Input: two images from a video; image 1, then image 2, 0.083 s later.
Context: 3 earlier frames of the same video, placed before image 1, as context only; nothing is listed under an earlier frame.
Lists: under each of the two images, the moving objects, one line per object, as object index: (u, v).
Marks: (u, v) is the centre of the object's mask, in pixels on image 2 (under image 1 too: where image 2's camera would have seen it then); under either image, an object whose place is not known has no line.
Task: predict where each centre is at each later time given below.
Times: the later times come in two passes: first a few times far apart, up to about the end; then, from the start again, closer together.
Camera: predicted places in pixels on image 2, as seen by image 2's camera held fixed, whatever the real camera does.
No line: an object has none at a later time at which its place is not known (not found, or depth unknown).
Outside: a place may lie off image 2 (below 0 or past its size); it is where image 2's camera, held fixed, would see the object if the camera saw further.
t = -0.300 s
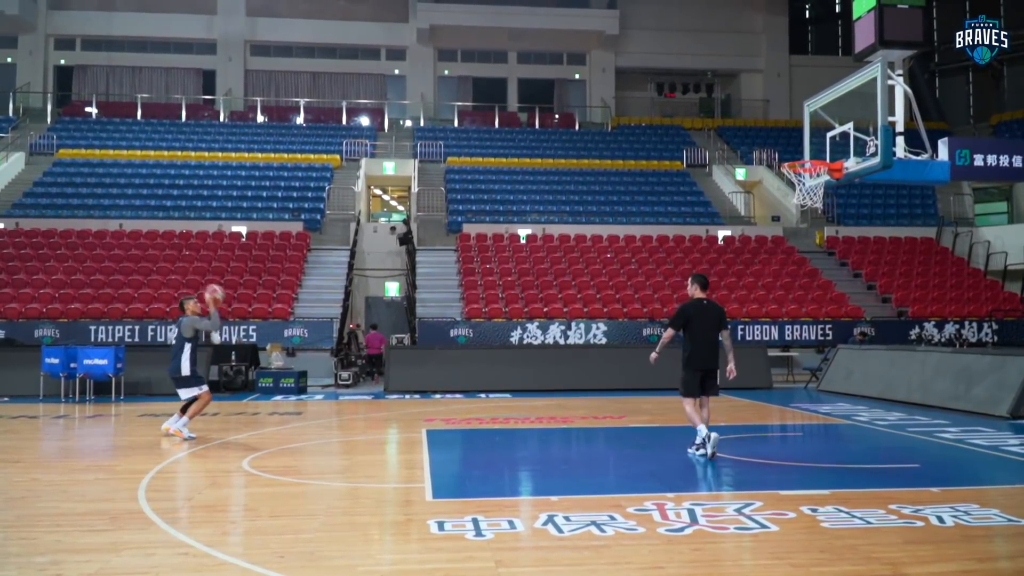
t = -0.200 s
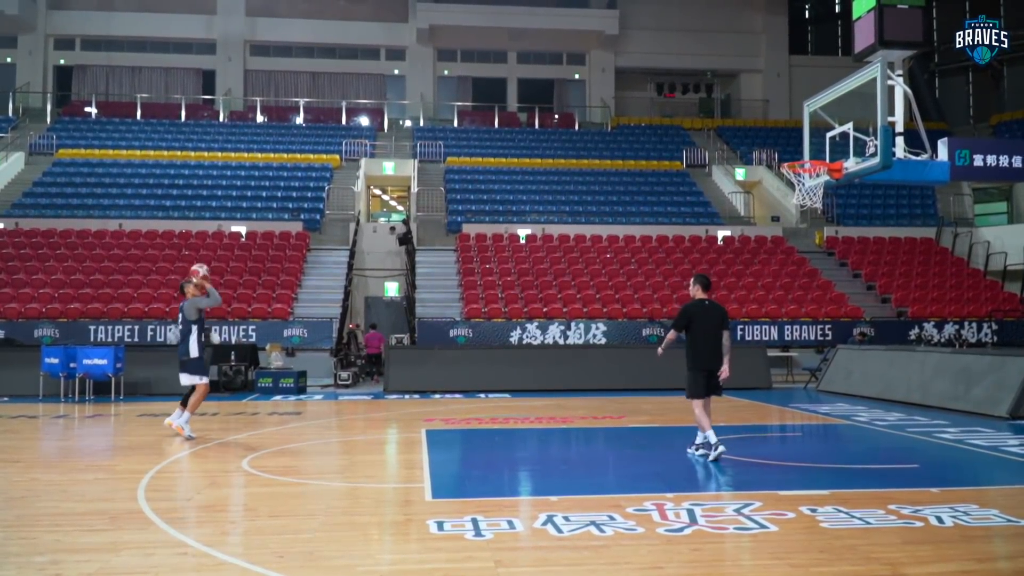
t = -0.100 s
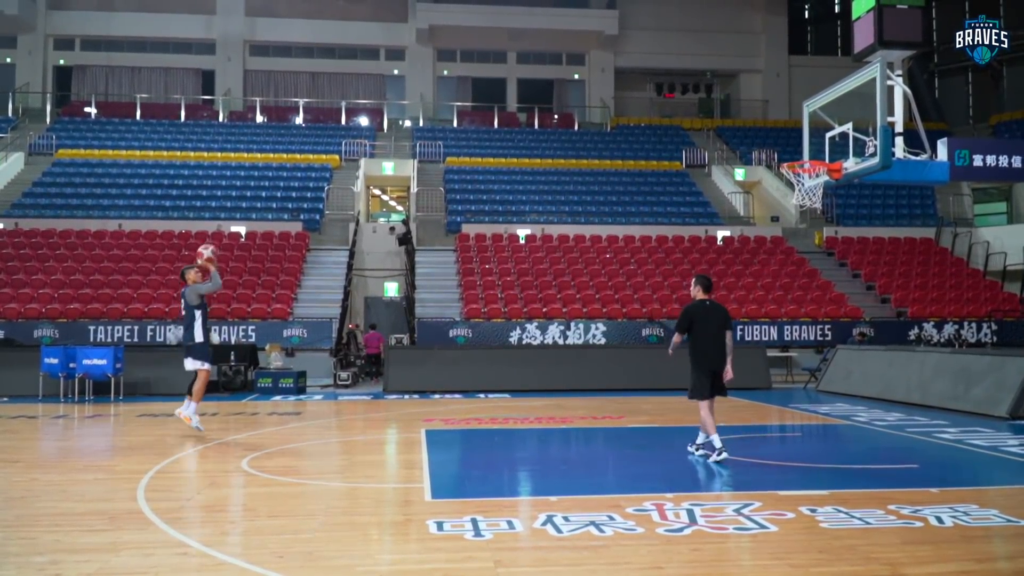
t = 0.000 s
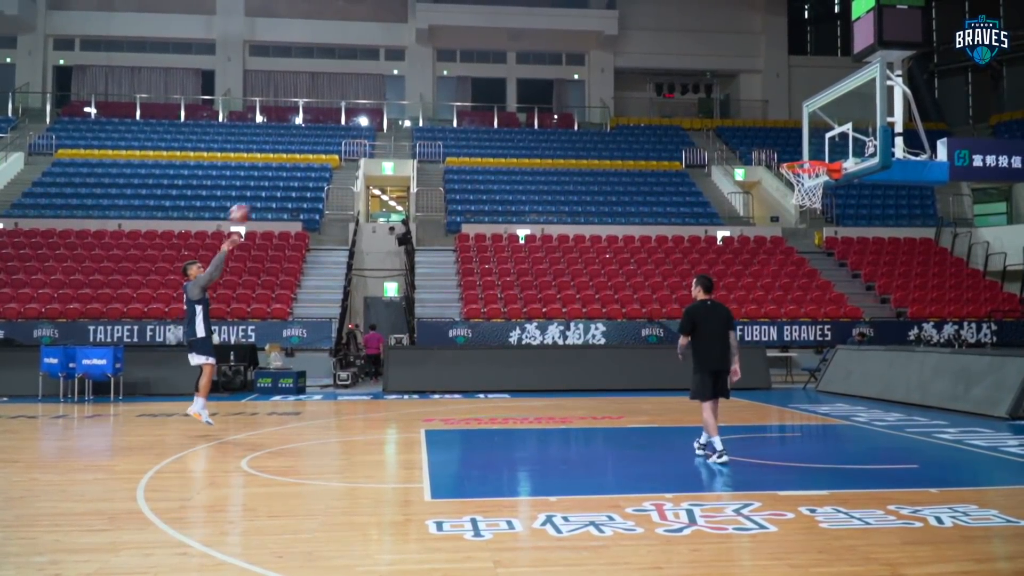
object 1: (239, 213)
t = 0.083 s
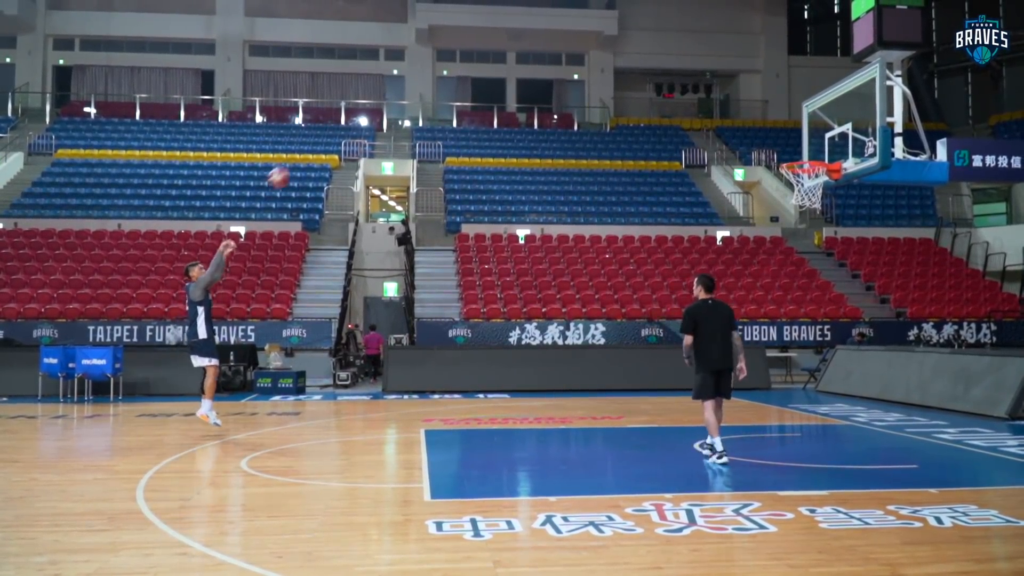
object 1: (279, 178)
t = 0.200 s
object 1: (335, 134)
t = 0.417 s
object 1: (441, 81)
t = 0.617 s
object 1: (540, 63)
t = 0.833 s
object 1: (651, 80)
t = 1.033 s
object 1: (759, 130)
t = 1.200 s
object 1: (796, 197)
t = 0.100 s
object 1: (286, 171)
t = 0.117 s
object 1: (295, 164)
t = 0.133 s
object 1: (303, 157)
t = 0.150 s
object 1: (310, 151)
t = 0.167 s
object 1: (319, 145)
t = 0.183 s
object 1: (327, 140)
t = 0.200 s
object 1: (335, 134)
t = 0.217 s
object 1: (342, 129)
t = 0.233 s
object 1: (351, 124)
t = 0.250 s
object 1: (358, 119)
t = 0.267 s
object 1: (367, 113)
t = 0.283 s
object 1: (374, 110)
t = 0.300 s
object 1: (382, 106)
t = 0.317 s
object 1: (391, 101)
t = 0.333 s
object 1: (399, 97)
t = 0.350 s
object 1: (407, 94)
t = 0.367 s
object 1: (416, 90)
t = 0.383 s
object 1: (423, 87)
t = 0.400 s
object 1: (431, 84)
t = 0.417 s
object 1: (441, 81)
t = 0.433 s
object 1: (448, 77)
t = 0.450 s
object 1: (456, 76)
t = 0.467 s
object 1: (465, 73)
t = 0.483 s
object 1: (473, 72)
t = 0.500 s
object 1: (481, 70)
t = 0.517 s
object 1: (489, 68)
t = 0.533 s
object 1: (498, 66)
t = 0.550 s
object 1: (506, 65)
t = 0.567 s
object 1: (514, 64)
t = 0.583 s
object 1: (523, 64)
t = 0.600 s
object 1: (531, 63)
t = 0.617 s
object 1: (540, 63)
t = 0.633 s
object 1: (548, 63)
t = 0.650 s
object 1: (556, 63)
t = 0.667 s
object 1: (564, 63)
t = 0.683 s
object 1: (572, 63)
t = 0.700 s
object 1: (582, 64)
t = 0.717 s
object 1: (590, 66)
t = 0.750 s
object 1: (607, 68)
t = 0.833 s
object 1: (651, 80)
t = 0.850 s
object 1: (660, 82)
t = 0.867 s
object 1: (669, 85)
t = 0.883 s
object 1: (677, 88)
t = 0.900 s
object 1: (686, 91)
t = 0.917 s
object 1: (696, 96)
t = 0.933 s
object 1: (705, 100)
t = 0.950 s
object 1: (713, 105)
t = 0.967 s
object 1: (722, 108)
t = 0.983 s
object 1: (731, 112)
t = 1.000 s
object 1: (741, 118)
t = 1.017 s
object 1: (750, 124)
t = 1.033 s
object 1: (759, 130)
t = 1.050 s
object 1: (769, 136)
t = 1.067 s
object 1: (778, 141)
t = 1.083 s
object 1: (787, 148)
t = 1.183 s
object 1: (799, 191)
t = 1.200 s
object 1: (796, 197)
